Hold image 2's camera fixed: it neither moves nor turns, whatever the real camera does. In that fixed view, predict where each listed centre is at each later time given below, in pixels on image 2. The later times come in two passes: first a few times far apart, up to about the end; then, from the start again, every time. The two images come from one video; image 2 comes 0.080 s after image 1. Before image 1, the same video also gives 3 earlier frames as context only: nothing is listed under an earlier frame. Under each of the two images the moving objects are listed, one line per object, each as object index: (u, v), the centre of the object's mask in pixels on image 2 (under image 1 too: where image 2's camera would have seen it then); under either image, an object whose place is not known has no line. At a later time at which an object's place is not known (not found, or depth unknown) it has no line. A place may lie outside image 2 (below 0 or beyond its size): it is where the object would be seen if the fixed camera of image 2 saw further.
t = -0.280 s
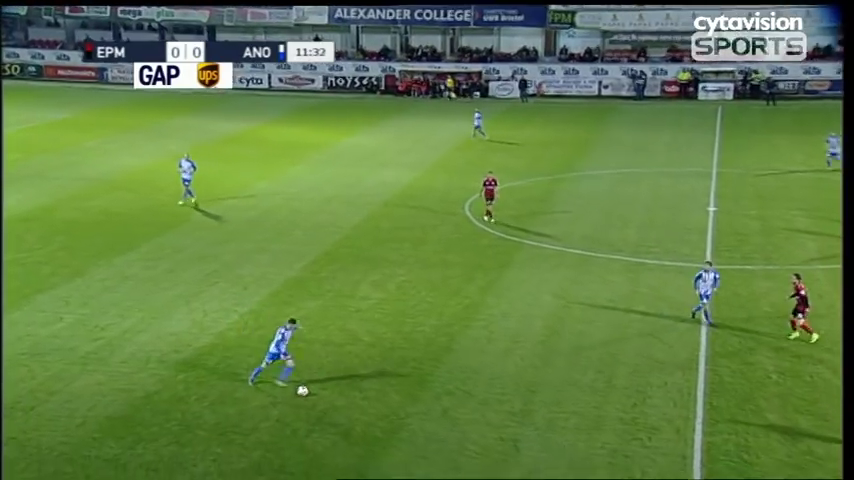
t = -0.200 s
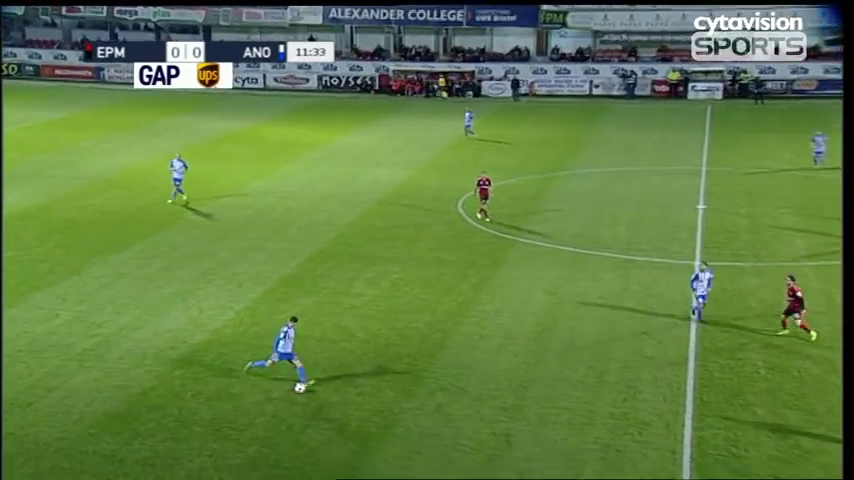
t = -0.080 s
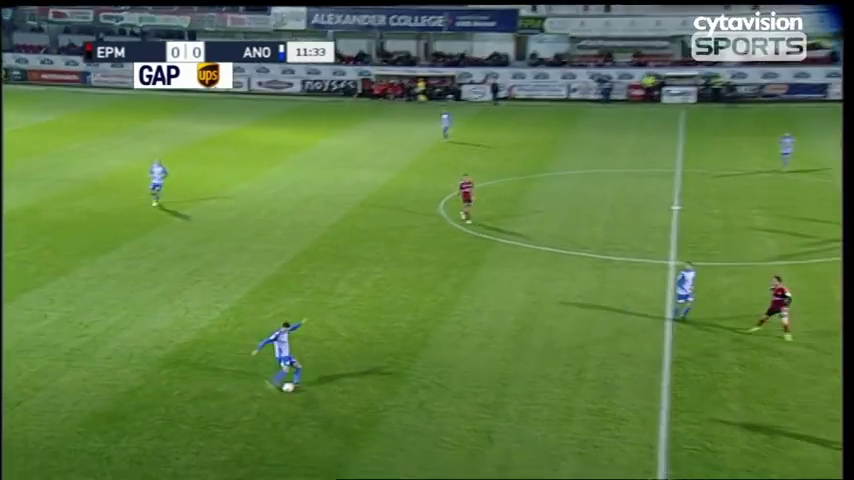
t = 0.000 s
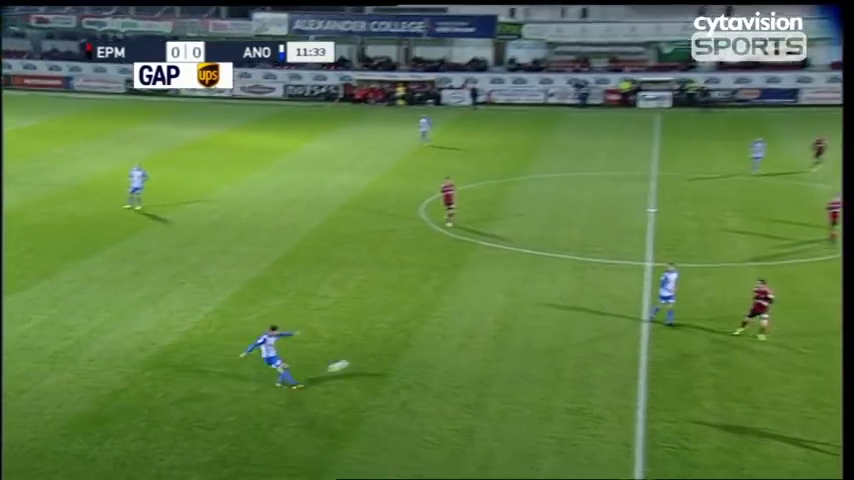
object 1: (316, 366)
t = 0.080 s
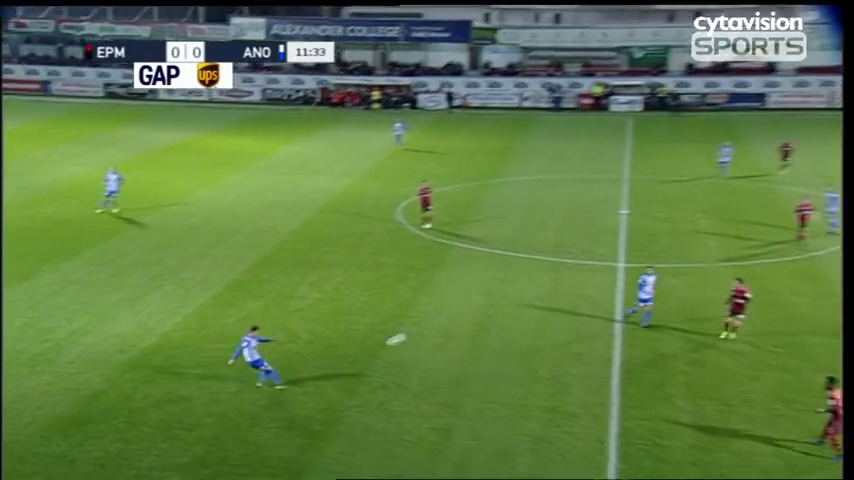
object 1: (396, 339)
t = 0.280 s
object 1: (586, 277)
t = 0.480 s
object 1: (767, 222)
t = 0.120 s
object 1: (435, 327)
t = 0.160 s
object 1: (473, 314)
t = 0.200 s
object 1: (512, 301)
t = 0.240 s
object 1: (549, 289)
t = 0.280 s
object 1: (586, 277)
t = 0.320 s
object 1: (623, 264)
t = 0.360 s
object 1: (659, 254)
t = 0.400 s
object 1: (696, 243)
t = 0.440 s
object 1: (731, 233)
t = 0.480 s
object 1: (767, 222)
